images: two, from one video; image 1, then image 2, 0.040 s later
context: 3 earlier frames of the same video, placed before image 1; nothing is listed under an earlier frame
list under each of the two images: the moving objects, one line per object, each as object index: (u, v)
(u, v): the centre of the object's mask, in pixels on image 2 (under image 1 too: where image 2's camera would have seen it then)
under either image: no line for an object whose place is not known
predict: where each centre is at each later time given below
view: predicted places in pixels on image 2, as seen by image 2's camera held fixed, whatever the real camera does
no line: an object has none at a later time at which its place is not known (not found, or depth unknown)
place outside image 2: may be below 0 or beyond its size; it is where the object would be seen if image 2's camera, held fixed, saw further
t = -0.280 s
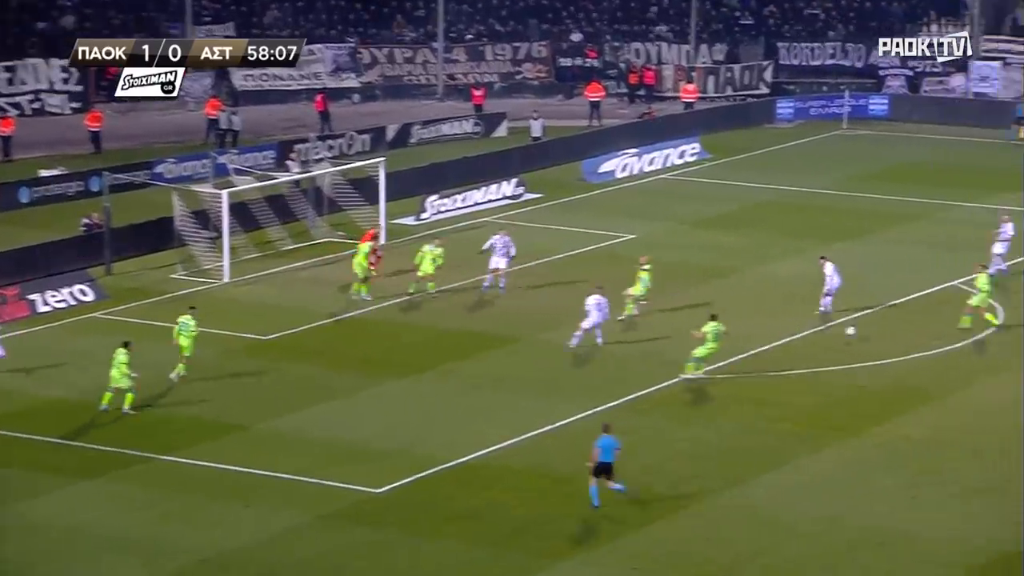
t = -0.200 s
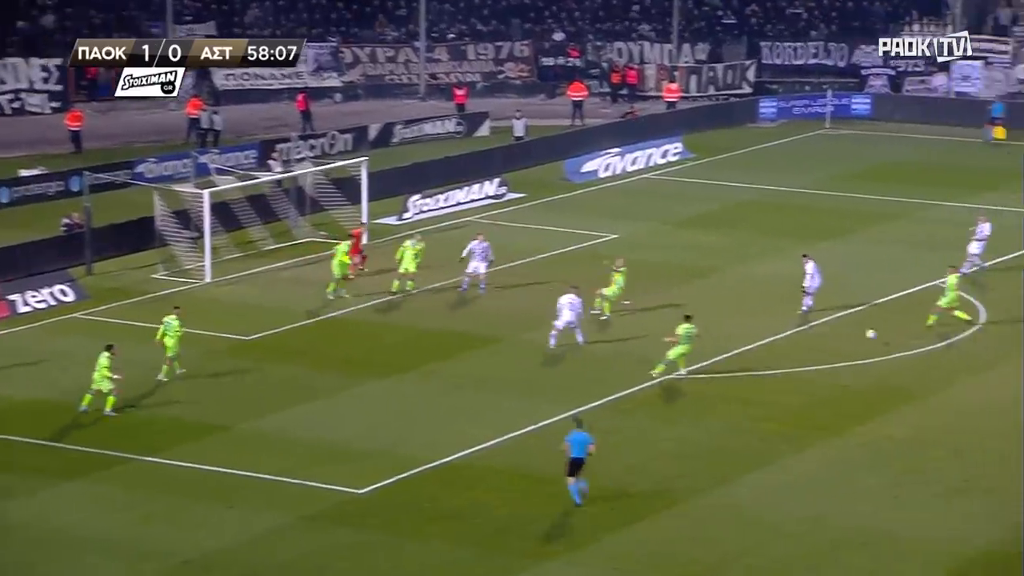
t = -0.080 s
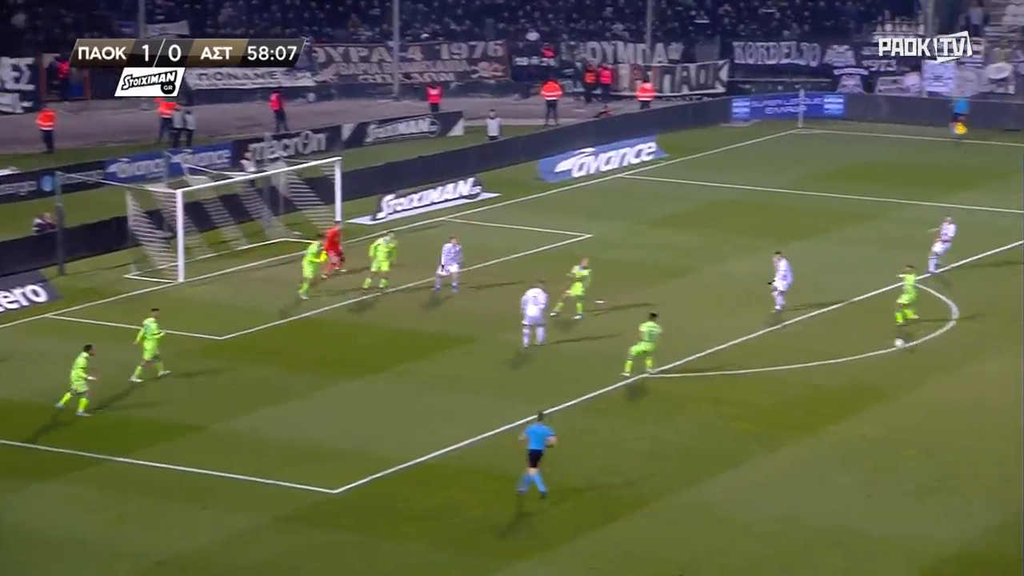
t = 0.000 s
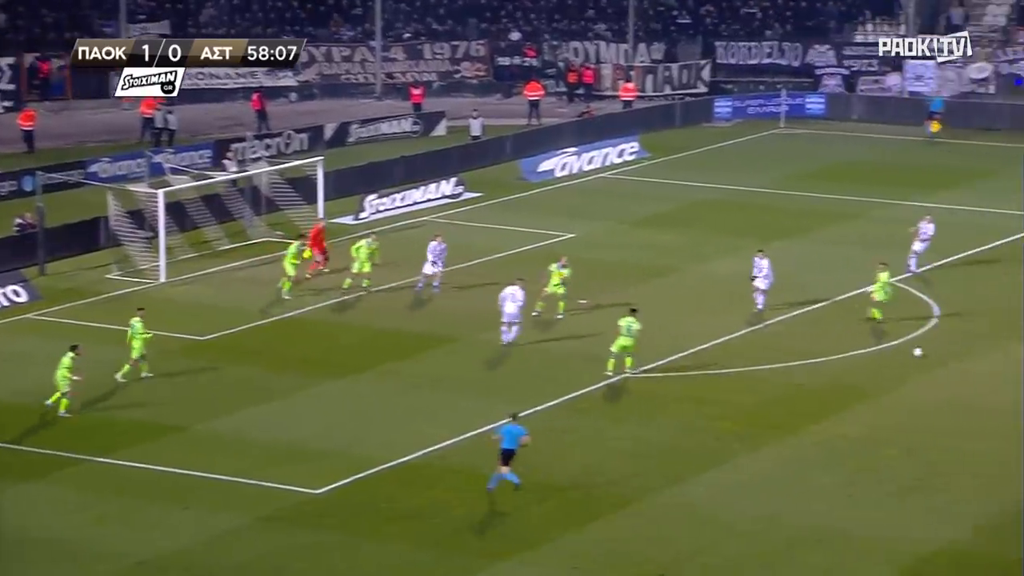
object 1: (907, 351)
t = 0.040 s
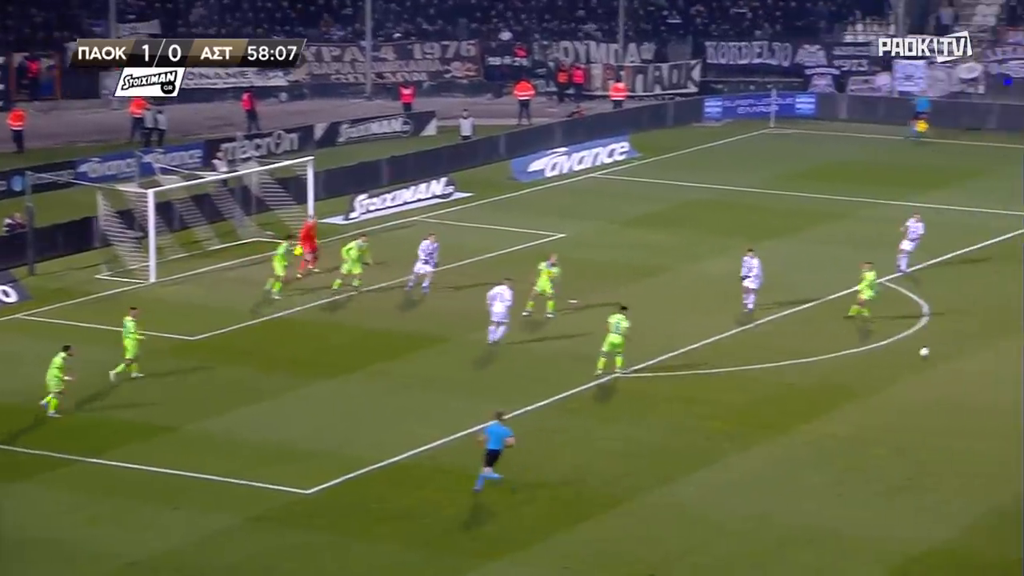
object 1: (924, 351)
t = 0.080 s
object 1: (940, 352)
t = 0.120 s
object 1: (955, 352)
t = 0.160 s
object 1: (971, 353)
